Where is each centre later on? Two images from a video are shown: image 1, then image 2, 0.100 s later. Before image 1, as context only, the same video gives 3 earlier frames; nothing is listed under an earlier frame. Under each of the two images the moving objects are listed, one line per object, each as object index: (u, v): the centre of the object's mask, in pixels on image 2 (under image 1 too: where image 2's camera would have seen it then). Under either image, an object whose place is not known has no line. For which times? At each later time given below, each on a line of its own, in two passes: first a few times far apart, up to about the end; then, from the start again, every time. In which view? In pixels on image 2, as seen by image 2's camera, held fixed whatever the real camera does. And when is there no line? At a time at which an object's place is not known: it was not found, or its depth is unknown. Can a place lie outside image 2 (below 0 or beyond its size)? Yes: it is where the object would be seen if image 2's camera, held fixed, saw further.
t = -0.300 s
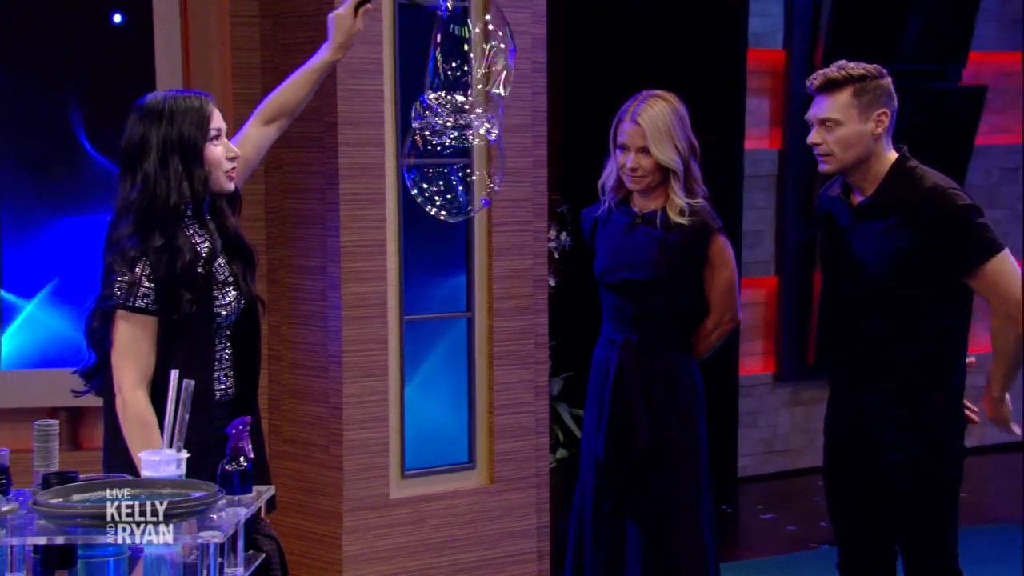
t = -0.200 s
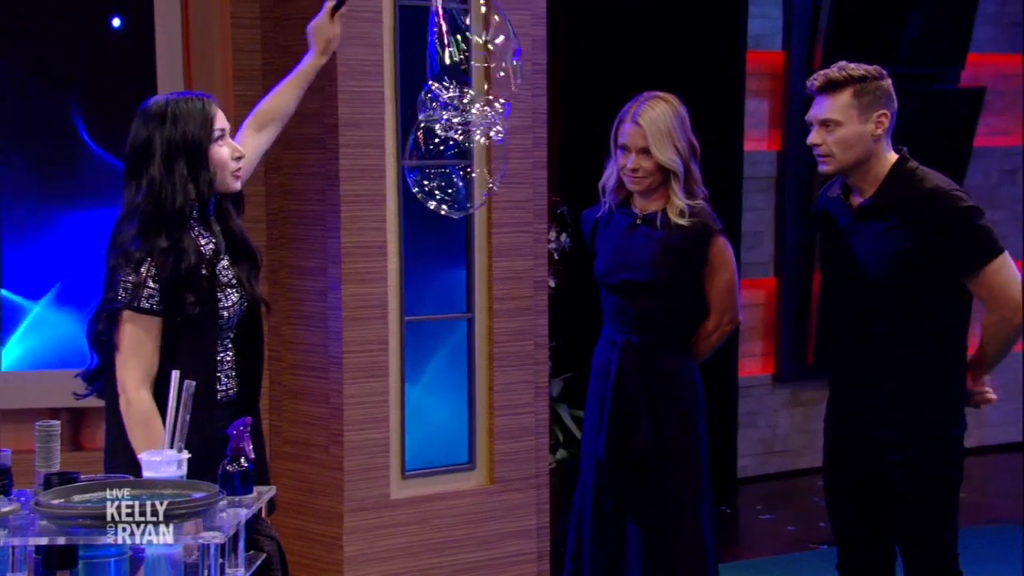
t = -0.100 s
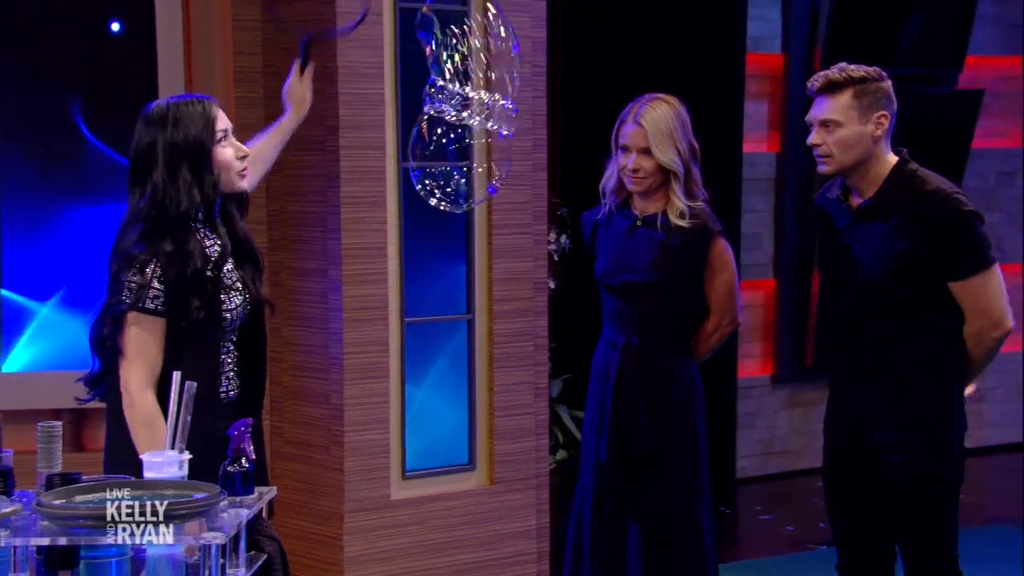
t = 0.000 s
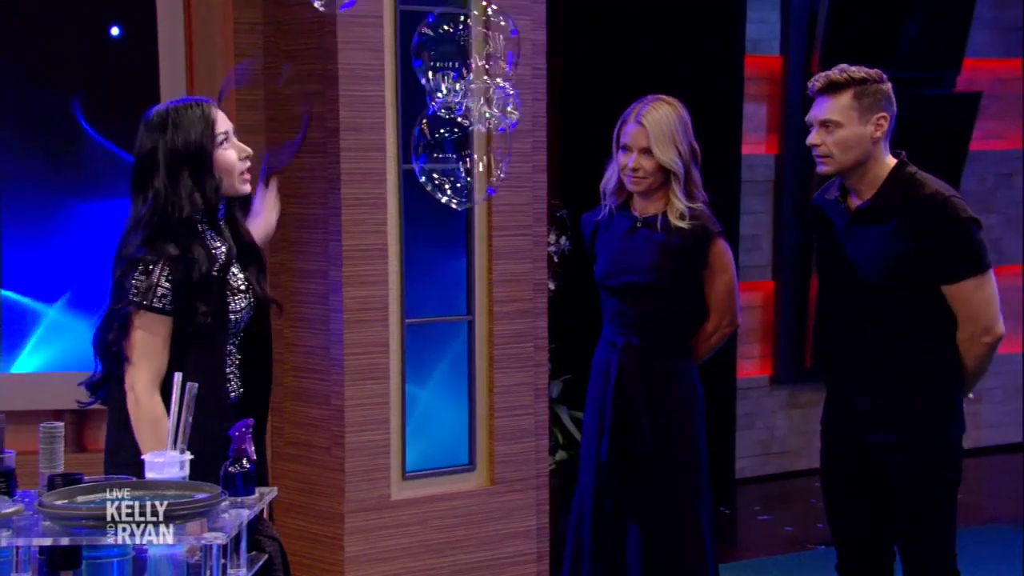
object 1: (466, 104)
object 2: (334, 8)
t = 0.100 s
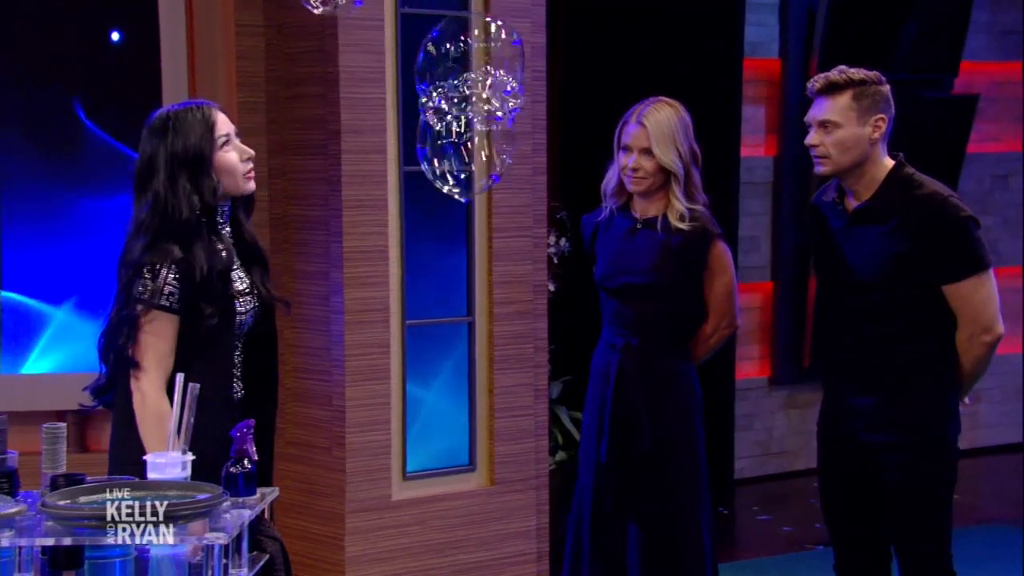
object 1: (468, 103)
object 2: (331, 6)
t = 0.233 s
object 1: (469, 101)
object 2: (324, 11)
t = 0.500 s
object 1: (475, 112)
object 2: (322, 16)
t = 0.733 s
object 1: (479, 128)
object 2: (321, 25)
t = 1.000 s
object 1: (486, 148)
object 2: (322, 50)
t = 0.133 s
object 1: (469, 102)
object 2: (329, 7)
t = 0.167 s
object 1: (469, 102)
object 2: (327, 8)
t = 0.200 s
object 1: (469, 101)
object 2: (324, 9)
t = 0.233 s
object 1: (469, 101)
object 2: (324, 11)
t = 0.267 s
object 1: (469, 102)
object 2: (325, 11)
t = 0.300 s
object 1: (470, 103)
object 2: (323, 10)
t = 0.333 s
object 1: (471, 104)
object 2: (323, 11)
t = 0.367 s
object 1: (472, 105)
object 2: (323, 10)
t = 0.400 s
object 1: (472, 105)
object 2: (323, 11)
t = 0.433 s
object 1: (473, 107)
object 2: (322, 12)
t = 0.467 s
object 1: (474, 110)
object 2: (321, 14)
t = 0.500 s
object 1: (475, 112)
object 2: (322, 16)
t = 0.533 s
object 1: (475, 114)
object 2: (322, 18)
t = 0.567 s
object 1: (475, 116)
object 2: (322, 18)
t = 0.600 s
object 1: (476, 118)
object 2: (321, 18)
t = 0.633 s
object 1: (476, 120)
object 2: (321, 19)
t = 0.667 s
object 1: (477, 122)
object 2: (321, 21)
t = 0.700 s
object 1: (478, 125)
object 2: (321, 23)
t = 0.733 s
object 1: (479, 128)
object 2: (321, 25)
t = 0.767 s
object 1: (480, 131)
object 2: (321, 28)
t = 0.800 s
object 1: (481, 133)
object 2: (321, 32)
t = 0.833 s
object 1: (482, 135)
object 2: (322, 35)
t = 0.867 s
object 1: (483, 138)
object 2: (321, 37)
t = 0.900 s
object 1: (484, 140)
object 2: (321, 41)
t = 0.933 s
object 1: (485, 142)
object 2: (322, 44)
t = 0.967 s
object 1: (485, 145)
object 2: (322, 46)
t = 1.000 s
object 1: (486, 148)
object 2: (322, 50)
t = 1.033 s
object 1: (486, 151)
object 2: (322, 53)
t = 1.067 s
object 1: (487, 155)
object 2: (322, 57)
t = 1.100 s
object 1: (488, 159)
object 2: (323, 60)
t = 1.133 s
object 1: (489, 162)
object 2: (322, 63)
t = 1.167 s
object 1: (489, 166)
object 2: (322, 66)
